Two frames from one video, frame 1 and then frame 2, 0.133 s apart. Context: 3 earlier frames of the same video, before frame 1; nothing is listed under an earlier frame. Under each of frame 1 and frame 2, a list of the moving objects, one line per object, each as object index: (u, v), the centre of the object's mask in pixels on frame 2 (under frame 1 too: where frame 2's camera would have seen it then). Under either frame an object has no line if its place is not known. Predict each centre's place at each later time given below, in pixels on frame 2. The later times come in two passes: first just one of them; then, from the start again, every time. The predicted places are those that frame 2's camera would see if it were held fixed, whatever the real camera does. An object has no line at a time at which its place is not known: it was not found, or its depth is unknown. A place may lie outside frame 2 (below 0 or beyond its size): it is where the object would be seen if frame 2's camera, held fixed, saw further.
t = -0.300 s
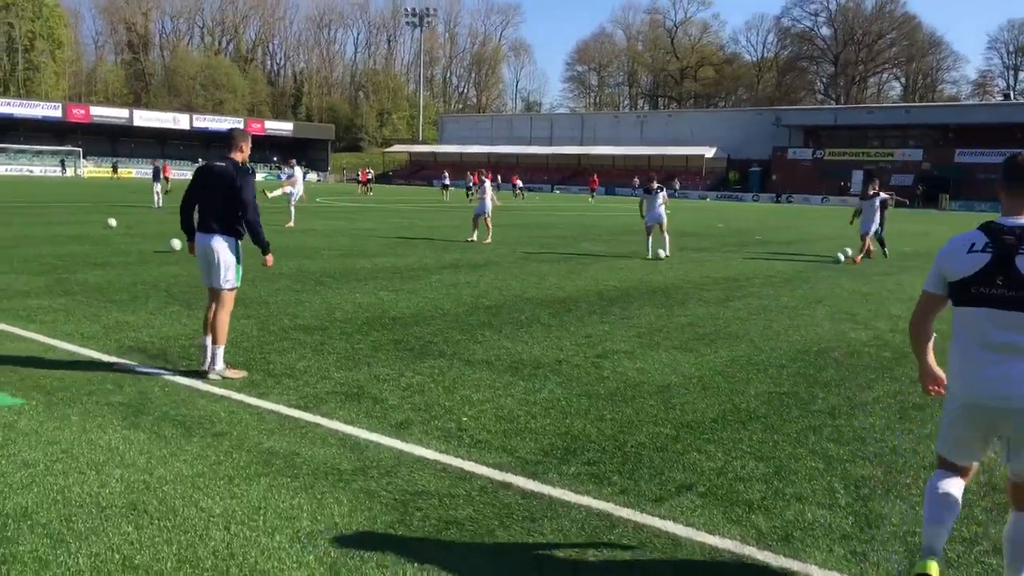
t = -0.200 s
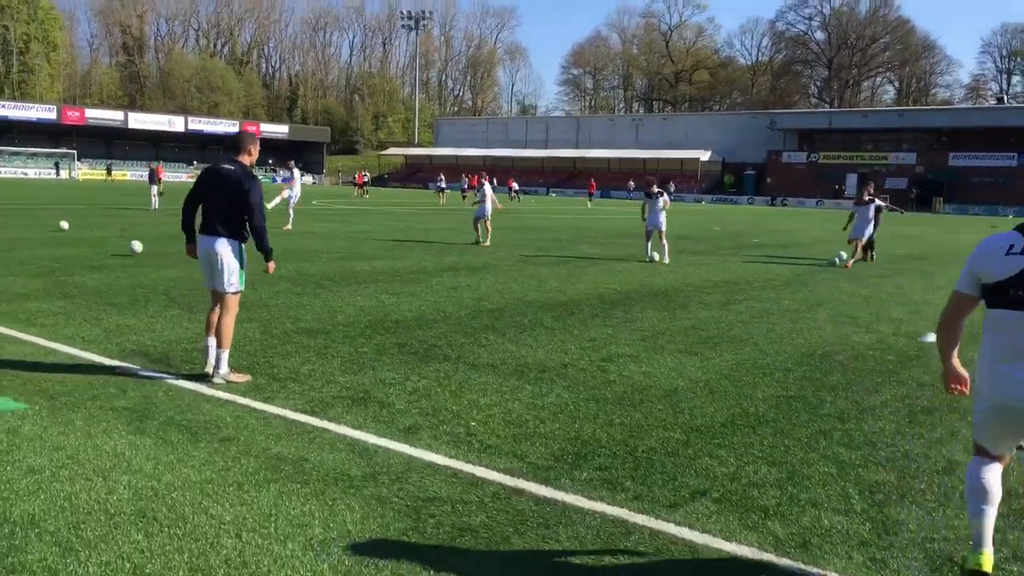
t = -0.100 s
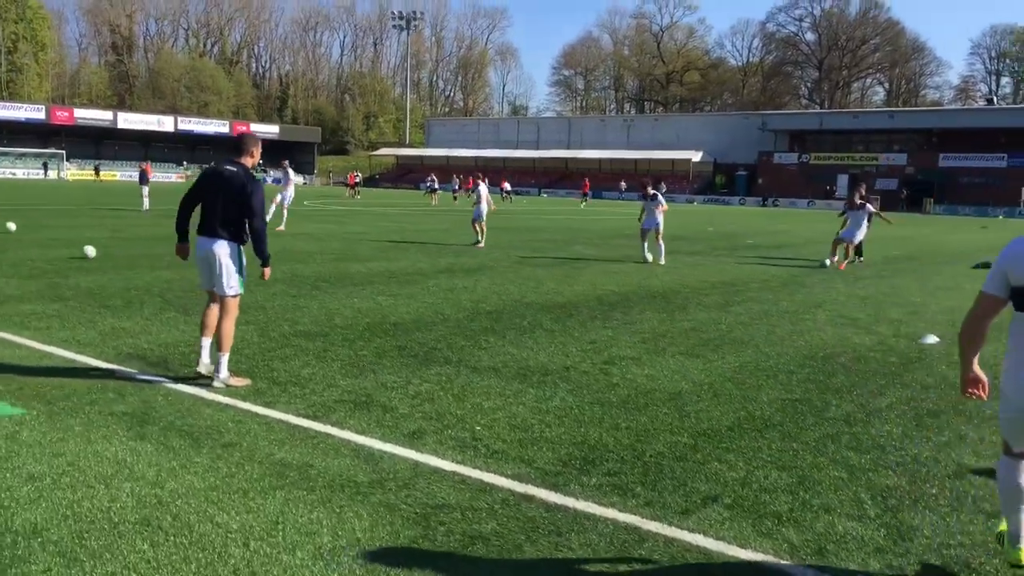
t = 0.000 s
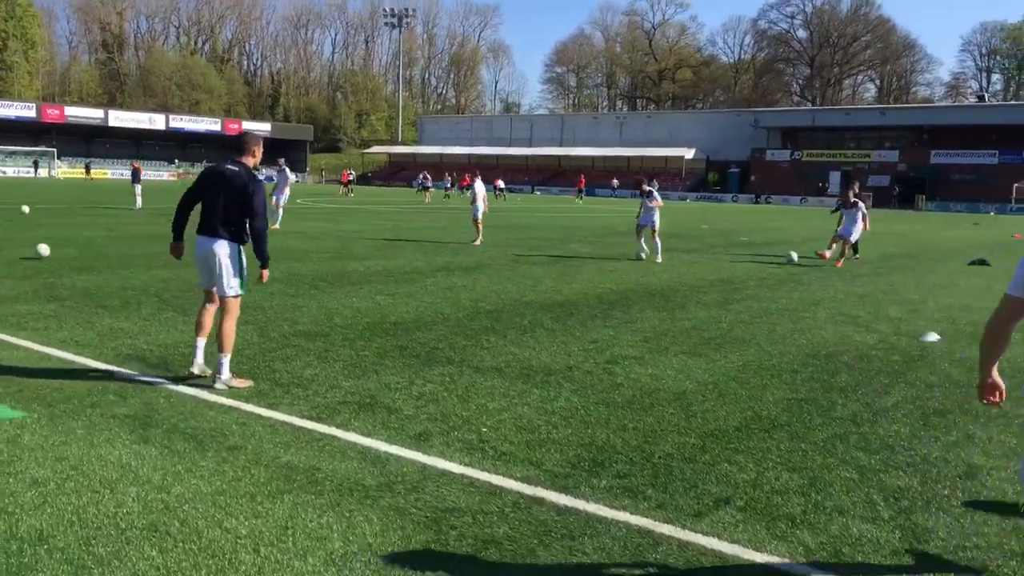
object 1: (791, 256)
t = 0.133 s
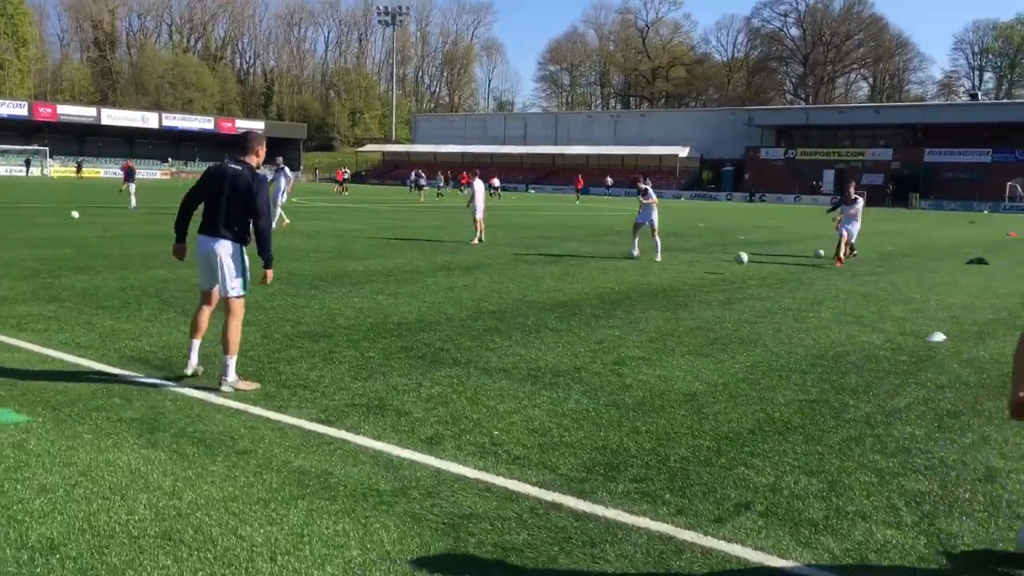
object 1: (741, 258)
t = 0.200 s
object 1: (714, 263)
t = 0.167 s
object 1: (728, 260)
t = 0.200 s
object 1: (714, 263)
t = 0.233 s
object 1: (700, 267)
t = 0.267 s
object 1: (684, 271)
